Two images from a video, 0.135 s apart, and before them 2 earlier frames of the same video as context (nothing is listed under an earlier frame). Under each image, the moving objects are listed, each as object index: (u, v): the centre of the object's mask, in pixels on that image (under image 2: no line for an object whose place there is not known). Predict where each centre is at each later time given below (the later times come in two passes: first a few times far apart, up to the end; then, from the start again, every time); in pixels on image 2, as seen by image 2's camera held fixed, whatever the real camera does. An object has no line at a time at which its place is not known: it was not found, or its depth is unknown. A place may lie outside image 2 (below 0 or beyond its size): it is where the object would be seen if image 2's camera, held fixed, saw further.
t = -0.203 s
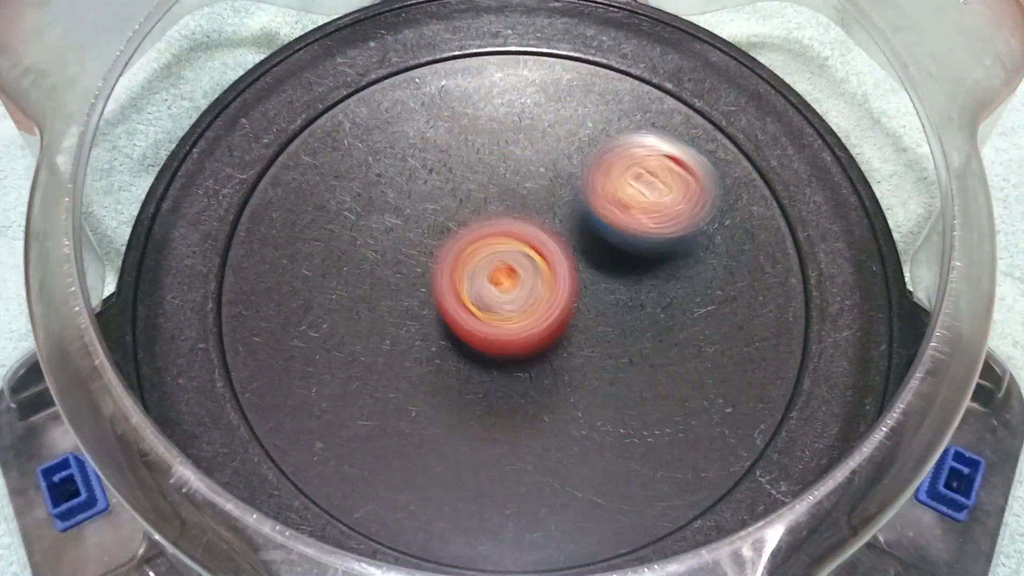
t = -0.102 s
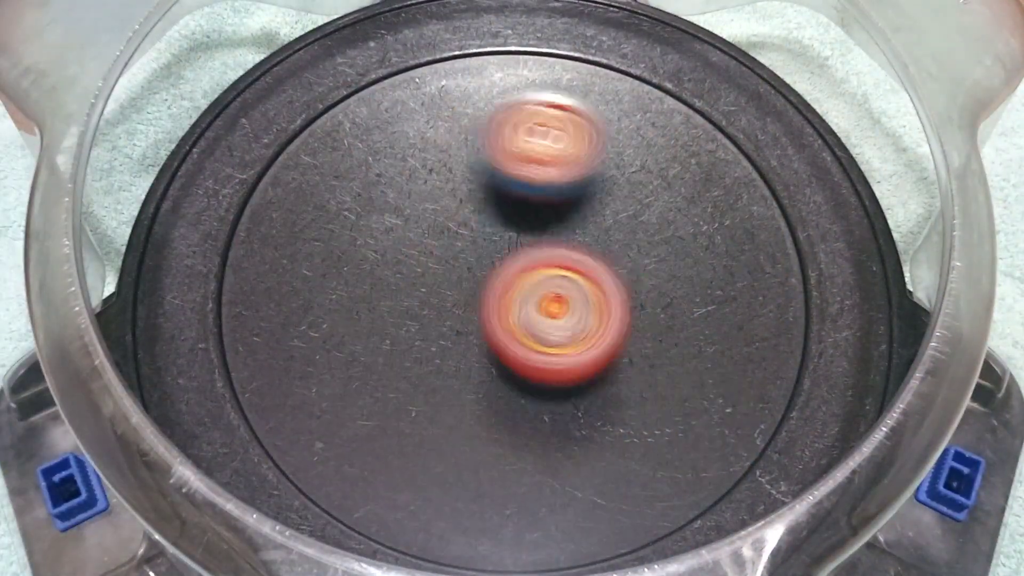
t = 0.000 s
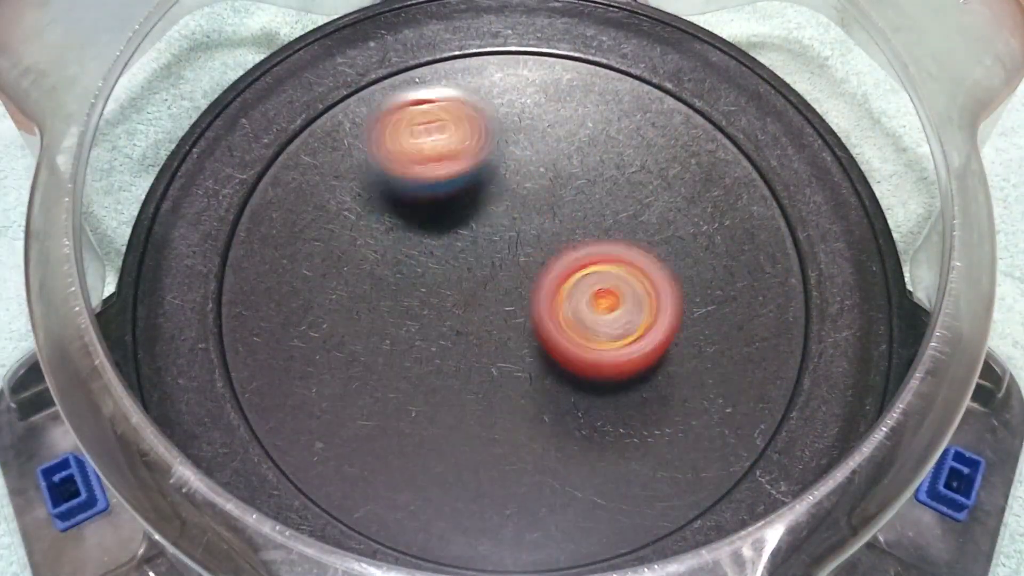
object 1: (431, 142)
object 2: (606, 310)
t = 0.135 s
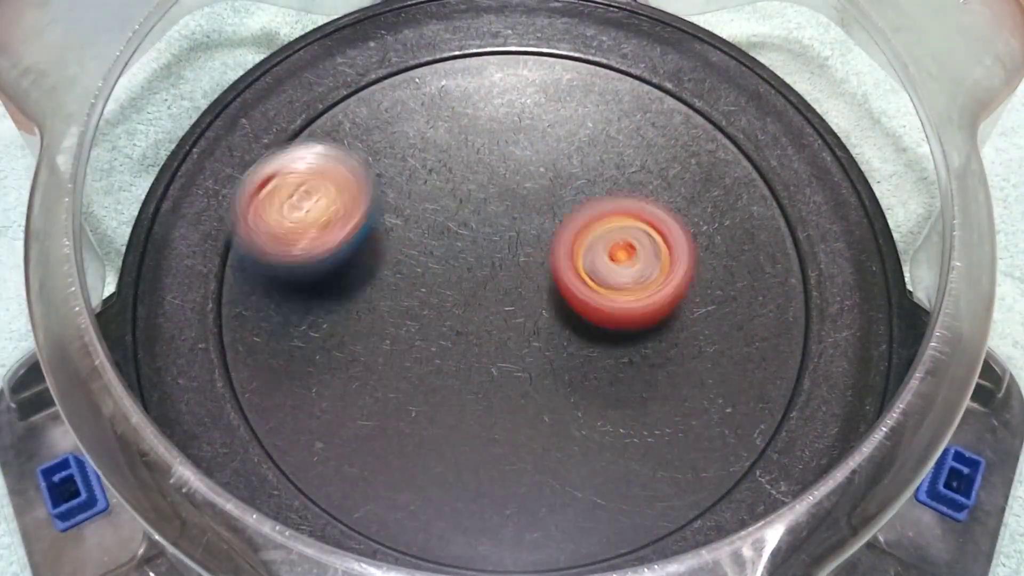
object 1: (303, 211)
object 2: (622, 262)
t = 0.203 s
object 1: (271, 271)
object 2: (602, 249)
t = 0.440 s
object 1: (412, 457)
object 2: (549, 258)
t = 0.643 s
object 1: (620, 430)
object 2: (554, 250)
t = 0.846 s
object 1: (686, 326)
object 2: (482, 183)
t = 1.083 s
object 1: (573, 191)
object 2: (413, 252)
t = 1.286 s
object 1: (439, 156)
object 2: (440, 291)
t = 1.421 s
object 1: (365, 178)
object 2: (468, 293)
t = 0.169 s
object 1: (283, 240)
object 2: (612, 254)
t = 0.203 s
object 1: (271, 271)
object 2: (602, 249)
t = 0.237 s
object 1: (267, 307)
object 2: (591, 246)
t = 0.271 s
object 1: (271, 343)
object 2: (581, 245)
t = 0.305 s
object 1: (285, 377)
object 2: (571, 245)
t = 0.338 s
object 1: (307, 406)
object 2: (562, 247)
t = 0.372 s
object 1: (337, 431)
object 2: (556, 250)
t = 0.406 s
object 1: (370, 447)
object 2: (552, 254)
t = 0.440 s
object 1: (412, 457)
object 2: (549, 258)
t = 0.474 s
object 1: (454, 457)
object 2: (547, 263)
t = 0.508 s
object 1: (495, 450)
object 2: (548, 269)
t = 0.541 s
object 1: (535, 434)
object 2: (548, 274)
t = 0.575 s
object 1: (568, 415)
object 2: (549, 277)
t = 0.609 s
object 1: (594, 420)
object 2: (551, 269)
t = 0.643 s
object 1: (620, 430)
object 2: (554, 250)
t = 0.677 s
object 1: (642, 428)
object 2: (553, 232)
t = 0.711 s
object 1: (659, 415)
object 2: (545, 217)
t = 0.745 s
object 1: (673, 395)
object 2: (535, 206)
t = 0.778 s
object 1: (682, 374)
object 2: (520, 195)
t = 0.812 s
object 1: (686, 351)
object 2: (502, 187)
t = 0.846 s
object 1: (686, 326)
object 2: (482, 183)
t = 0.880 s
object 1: (681, 301)
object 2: (462, 183)
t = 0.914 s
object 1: (673, 277)
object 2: (442, 187)
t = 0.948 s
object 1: (659, 254)
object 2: (425, 196)
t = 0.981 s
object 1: (640, 235)
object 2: (413, 209)
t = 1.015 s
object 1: (621, 217)
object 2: (406, 226)
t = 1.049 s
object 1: (598, 203)
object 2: (408, 241)
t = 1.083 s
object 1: (573, 191)
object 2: (413, 252)
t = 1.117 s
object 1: (547, 181)
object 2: (420, 262)
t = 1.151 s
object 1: (521, 173)
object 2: (427, 269)
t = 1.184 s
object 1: (504, 166)
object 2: (427, 278)
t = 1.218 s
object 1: (484, 160)
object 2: (430, 284)
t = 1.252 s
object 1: (462, 158)
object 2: (434, 287)
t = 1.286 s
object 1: (439, 156)
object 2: (440, 291)
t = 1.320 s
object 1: (420, 157)
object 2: (446, 294)
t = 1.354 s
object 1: (399, 161)
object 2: (453, 296)
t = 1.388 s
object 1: (383, 168)
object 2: (460, 296)
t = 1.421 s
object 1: (365, 178)
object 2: (468, 293)
